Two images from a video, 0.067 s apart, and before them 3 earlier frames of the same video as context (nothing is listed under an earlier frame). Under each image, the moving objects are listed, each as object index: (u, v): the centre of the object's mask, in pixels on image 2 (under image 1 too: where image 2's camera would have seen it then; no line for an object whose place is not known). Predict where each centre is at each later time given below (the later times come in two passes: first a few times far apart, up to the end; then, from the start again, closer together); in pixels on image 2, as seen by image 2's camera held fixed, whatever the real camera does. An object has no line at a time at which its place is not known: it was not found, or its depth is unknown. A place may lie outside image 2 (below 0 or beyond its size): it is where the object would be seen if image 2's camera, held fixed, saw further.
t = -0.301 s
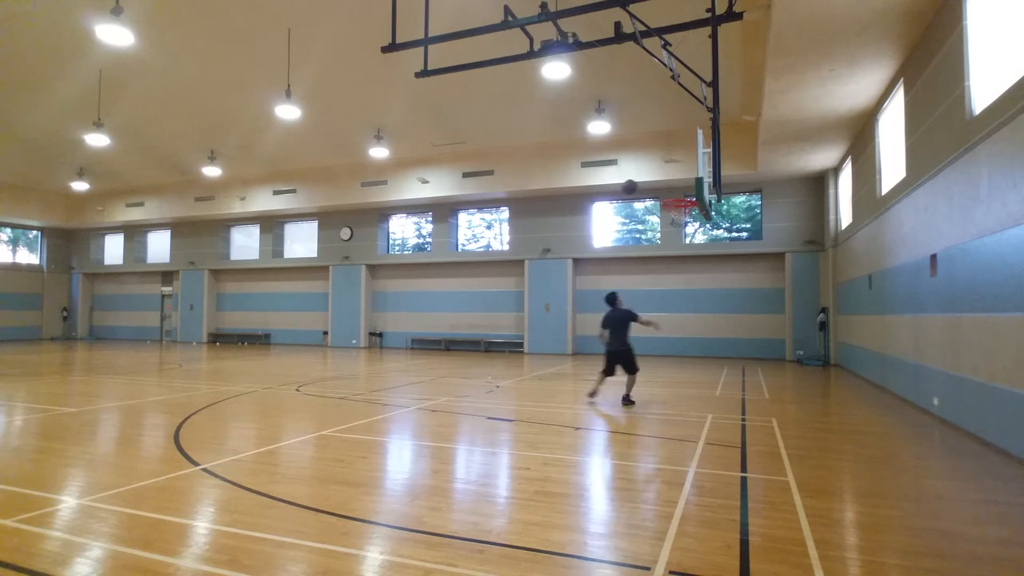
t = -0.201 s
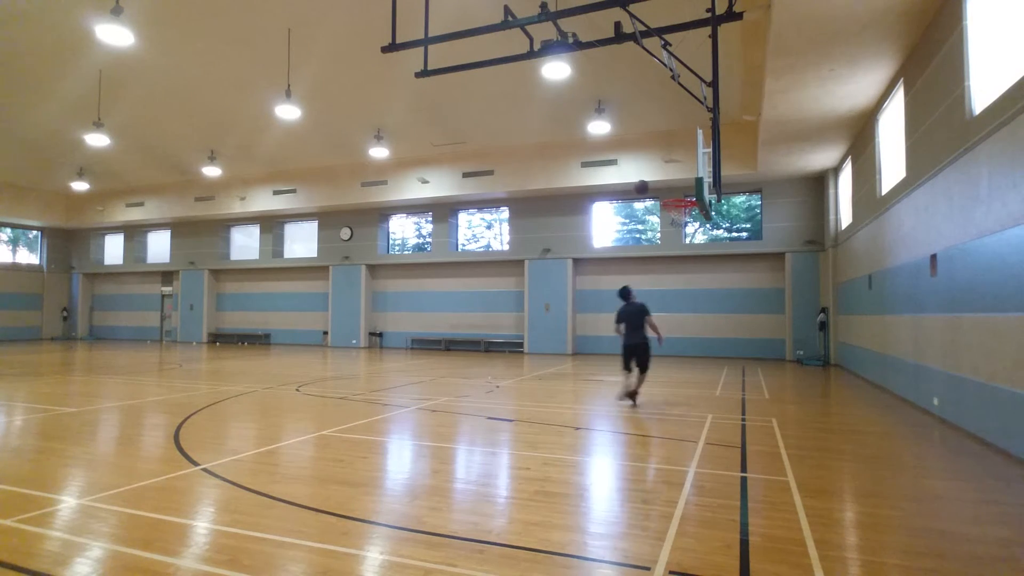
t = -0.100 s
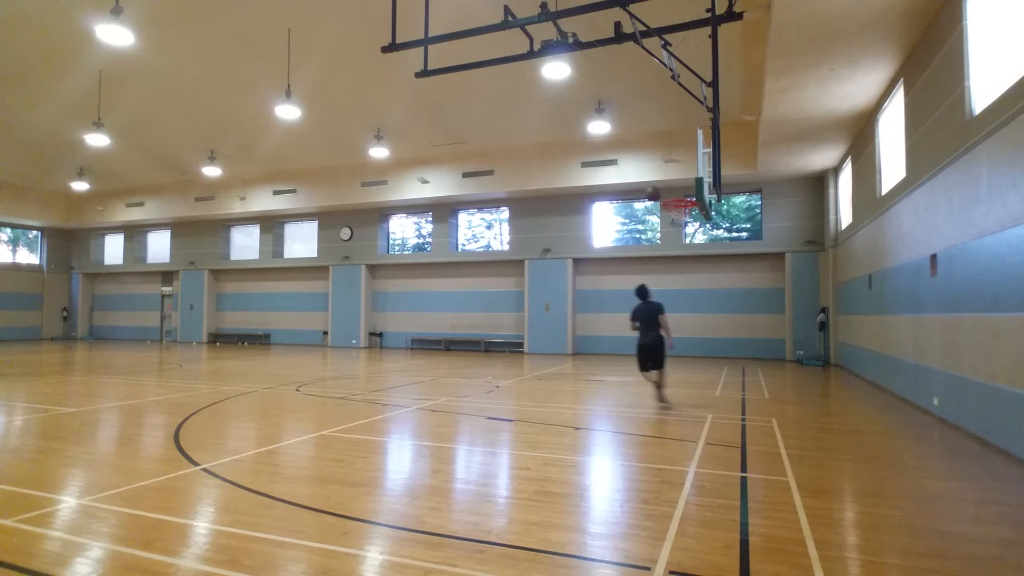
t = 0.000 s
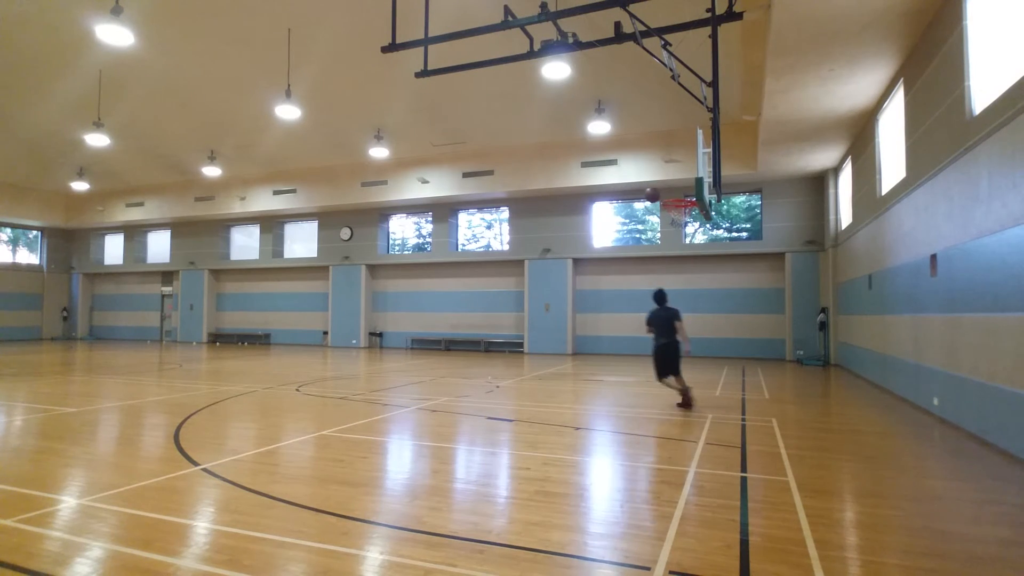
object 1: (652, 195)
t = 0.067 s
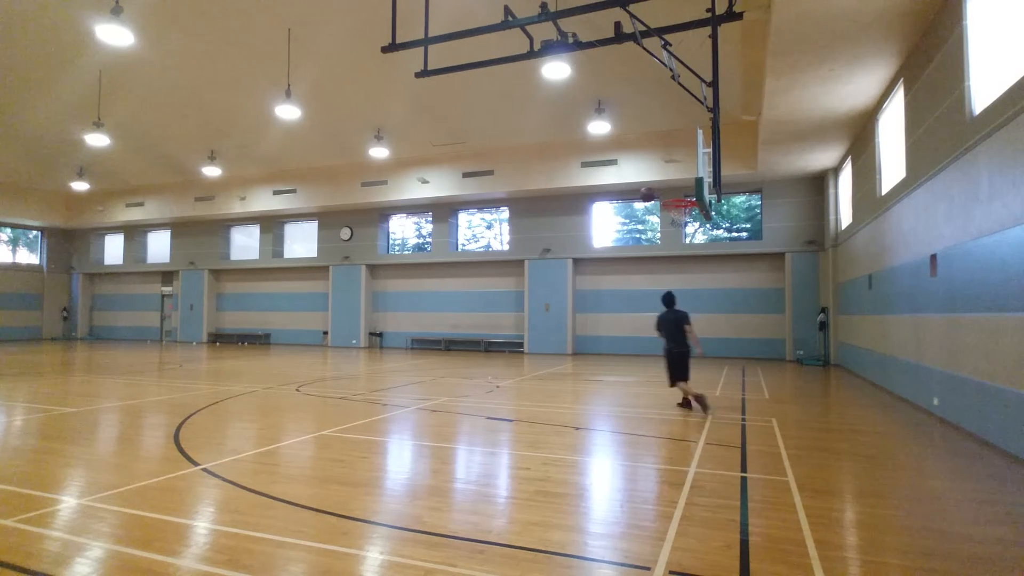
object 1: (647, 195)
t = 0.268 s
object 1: (632, 212)
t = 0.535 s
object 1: (612, 278)
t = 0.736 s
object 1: (595, 363)
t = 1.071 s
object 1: (578, 315)
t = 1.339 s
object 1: (568, 269)
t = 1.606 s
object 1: (557, 273)
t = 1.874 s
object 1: (545, 333)
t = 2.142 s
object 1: (533, 388)
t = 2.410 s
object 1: (521, 327)
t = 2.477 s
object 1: (518, 320)
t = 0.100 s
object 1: (645, 196)
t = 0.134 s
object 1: (642, 197)
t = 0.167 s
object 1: (640, 199)
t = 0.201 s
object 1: (637, 203)
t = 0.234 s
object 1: (635, 206)
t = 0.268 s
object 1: (632, 212)
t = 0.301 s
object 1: (630, 216)
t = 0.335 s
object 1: (627, 222)
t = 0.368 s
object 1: (624, 229)
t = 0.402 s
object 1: (622, 238)
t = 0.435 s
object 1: (619, 245)
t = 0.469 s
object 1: (617, 256)
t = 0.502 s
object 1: (614, 266)
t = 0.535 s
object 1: (612, 278)
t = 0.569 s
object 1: (609, 289)
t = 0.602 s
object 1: (606, 302)
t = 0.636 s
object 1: (604, 314)
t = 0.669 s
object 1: (601, 328)
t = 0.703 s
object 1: (598, 346)
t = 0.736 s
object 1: (595, 363)
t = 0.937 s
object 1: (584, 357)
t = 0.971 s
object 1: (583, 346)
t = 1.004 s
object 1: (581, 335)
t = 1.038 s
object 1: (580, 325)
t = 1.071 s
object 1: (578, 315)
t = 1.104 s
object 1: (577, 306)
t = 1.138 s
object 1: (576, 299)
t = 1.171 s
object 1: (574, 292)
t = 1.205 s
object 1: (573, 286)
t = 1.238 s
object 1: (572, 281)
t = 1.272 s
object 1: (570, 276)
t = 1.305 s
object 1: (569, 273)
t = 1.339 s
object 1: (568, 269)
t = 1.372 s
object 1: (566, 266)
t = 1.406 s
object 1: (565, 265)
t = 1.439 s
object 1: (564, 264)
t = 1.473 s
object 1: (563, 264)
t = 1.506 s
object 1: (561, 265)
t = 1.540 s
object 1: (560, 267)
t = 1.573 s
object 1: (558, 270)
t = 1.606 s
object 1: (557, 273)
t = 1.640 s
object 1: (555, 277)
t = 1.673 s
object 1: (554, 282)
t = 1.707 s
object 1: (552, 289)
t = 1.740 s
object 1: (551, 296)
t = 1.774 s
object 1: (549, 304)
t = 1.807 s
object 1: (548, 313)
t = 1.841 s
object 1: (547, 322)
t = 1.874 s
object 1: (545, 333)
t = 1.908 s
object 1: (544, 345)
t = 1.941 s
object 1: (542, 358)
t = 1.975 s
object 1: (540, 372)
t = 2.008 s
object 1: (538, 386)
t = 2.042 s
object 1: (537, 400)
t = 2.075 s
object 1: (536, 411)
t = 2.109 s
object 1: (534, 398)
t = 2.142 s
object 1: (533, 388)
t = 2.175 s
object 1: (531, 377)
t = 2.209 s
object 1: (530, 367)
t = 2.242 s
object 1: (528, 359)
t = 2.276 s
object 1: (528, 351)
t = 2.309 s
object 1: (526, 344)
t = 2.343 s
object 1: (524, 337)
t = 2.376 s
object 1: (523, 331)
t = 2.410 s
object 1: (521, 327)
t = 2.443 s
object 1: (520, 323)
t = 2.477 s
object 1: (518, 320)
